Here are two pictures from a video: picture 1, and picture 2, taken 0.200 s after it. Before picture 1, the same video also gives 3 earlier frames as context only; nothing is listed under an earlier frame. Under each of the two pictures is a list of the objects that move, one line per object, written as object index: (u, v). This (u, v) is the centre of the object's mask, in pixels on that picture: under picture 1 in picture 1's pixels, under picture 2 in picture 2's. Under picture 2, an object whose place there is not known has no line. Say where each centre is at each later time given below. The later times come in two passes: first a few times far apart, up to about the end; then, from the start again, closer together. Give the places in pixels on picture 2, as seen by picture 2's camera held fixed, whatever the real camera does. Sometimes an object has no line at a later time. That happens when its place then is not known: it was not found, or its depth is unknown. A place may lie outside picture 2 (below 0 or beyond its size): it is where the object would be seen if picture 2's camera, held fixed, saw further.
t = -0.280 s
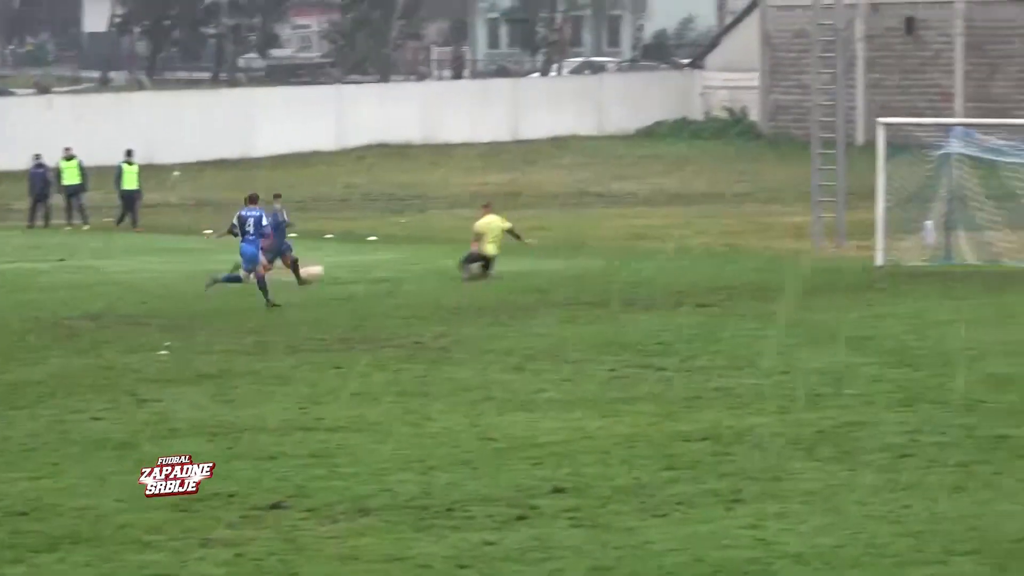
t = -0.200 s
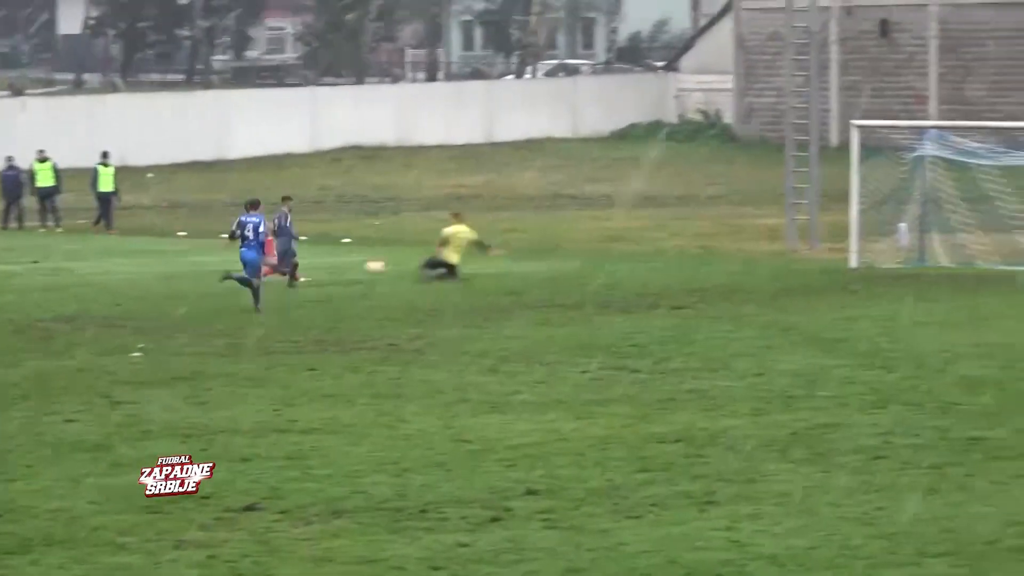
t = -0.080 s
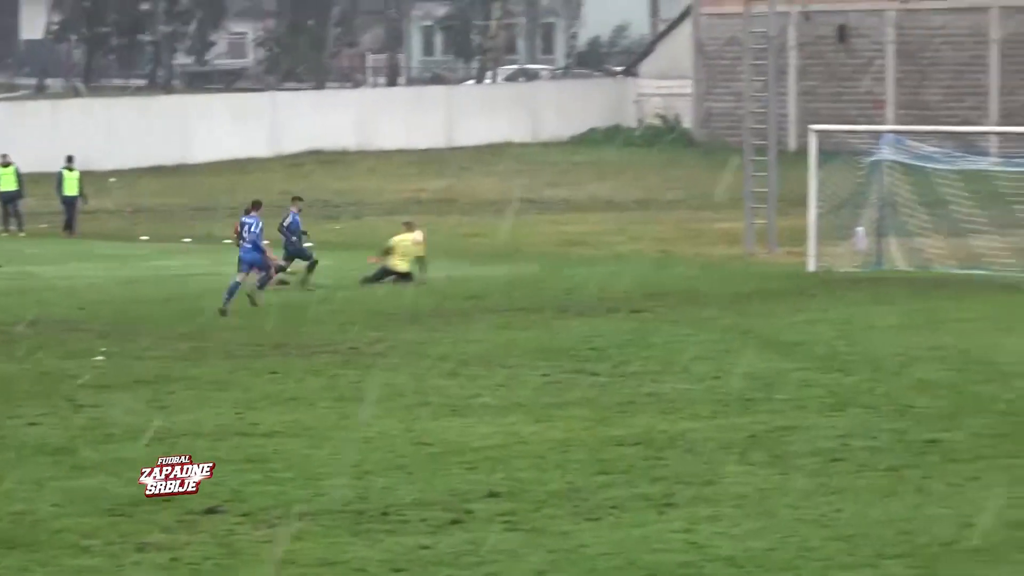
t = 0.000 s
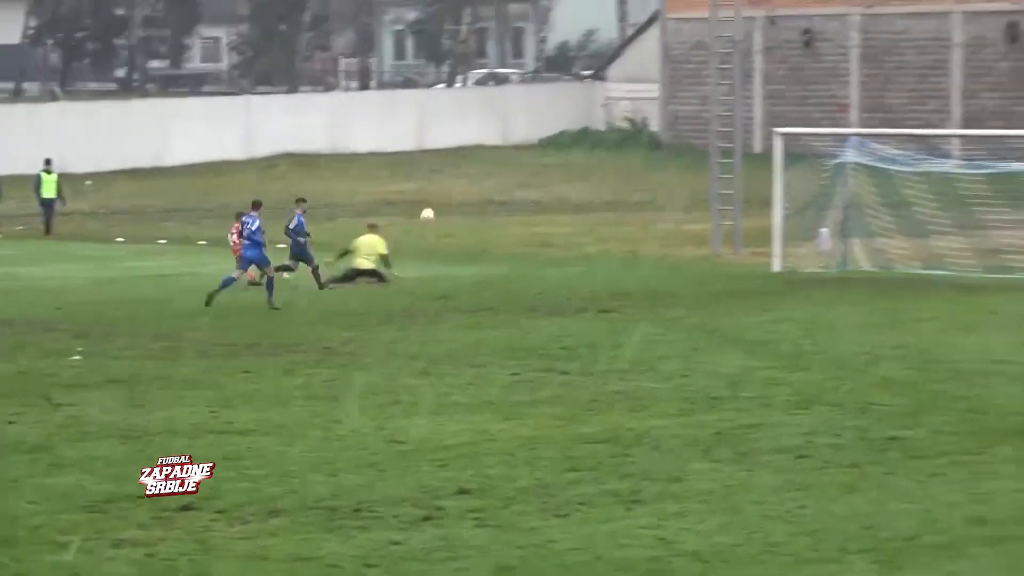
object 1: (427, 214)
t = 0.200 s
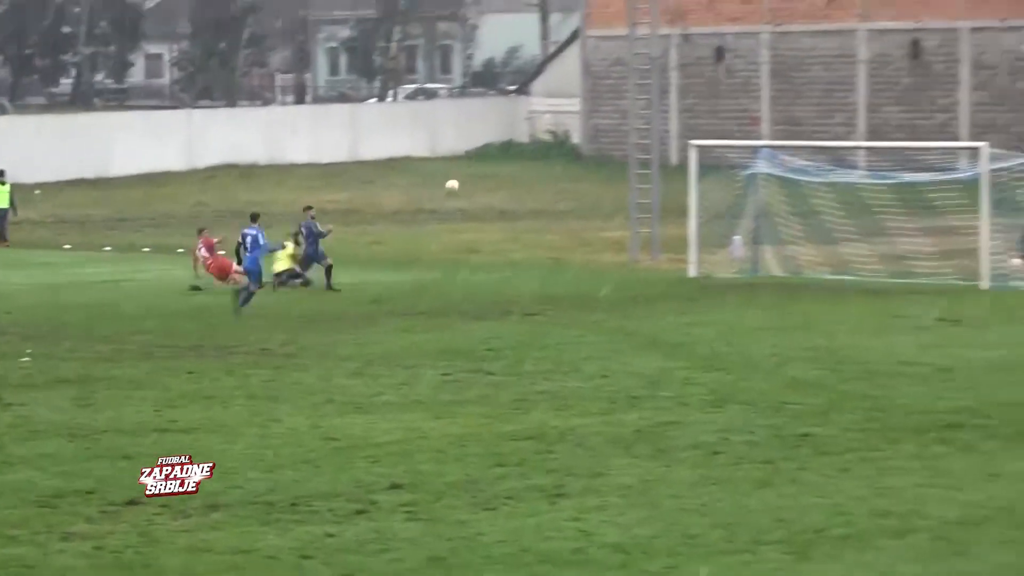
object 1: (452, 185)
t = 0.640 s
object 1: (648, 200)
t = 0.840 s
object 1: (729, 242)
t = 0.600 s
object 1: (631, 192)
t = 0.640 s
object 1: (648, 200)
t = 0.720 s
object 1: (682, 214)
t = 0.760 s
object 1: (698, 222)
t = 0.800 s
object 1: (712, 232)
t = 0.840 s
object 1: (729, 242)
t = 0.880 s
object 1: (743, 255)
